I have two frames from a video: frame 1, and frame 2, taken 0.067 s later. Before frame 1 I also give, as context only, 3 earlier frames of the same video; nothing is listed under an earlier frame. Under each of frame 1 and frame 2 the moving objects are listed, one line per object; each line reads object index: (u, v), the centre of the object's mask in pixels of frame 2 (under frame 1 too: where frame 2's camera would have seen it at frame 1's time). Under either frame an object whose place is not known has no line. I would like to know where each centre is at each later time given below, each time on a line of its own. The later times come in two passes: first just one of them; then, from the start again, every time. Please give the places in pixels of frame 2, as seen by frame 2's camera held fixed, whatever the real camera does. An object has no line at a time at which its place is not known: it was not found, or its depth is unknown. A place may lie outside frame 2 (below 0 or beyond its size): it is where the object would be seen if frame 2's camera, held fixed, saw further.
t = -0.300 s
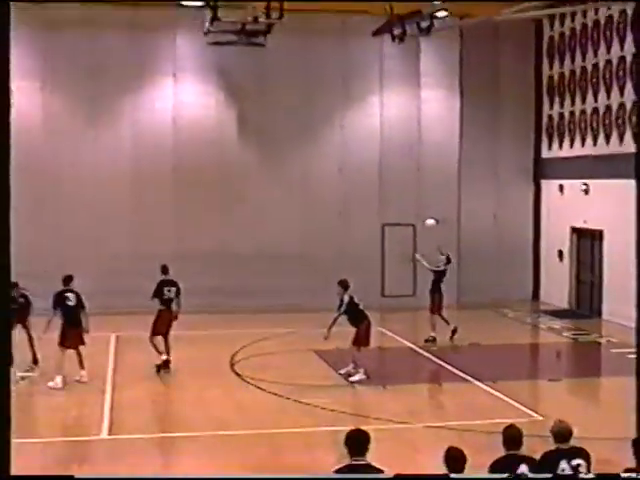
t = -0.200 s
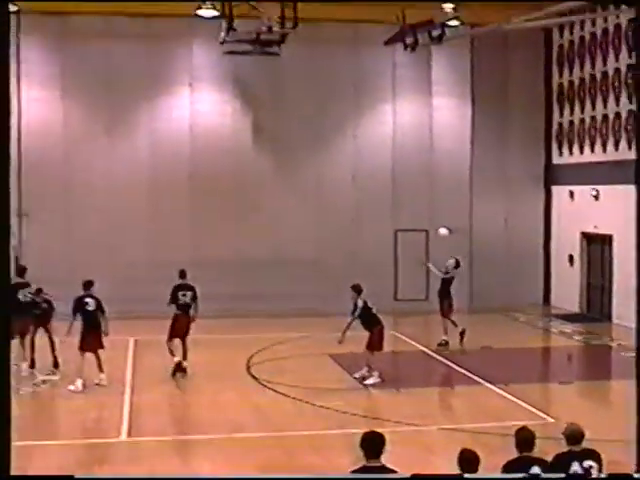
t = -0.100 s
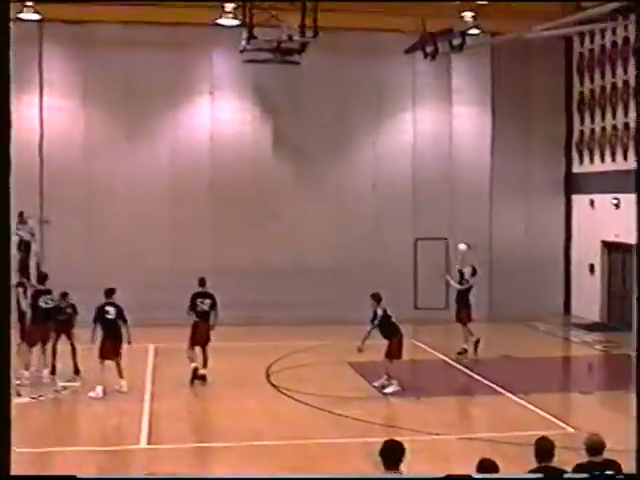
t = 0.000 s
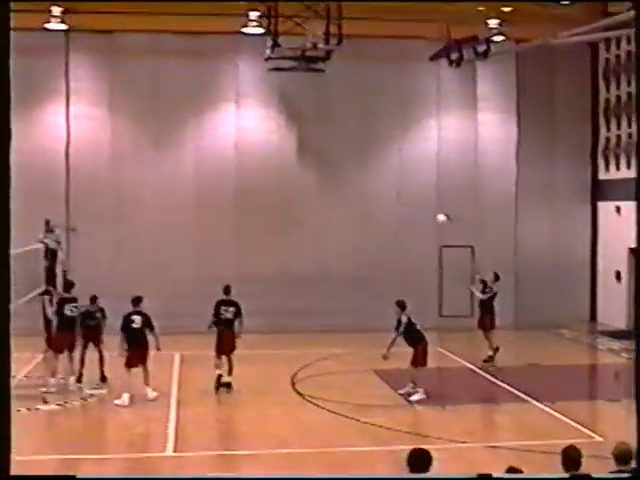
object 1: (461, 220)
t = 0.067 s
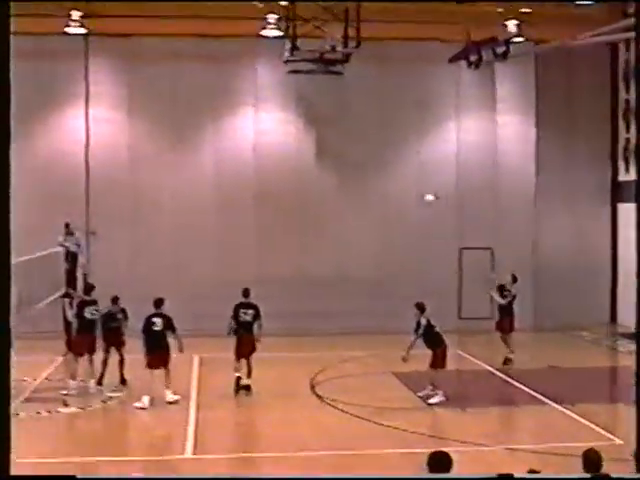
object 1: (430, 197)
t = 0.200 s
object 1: (370, 161)
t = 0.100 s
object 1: (415, 188)
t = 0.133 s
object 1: (399, 178)
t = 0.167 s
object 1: (382, 170)
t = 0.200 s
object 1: (370, 161)
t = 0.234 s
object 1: (354, 154)
